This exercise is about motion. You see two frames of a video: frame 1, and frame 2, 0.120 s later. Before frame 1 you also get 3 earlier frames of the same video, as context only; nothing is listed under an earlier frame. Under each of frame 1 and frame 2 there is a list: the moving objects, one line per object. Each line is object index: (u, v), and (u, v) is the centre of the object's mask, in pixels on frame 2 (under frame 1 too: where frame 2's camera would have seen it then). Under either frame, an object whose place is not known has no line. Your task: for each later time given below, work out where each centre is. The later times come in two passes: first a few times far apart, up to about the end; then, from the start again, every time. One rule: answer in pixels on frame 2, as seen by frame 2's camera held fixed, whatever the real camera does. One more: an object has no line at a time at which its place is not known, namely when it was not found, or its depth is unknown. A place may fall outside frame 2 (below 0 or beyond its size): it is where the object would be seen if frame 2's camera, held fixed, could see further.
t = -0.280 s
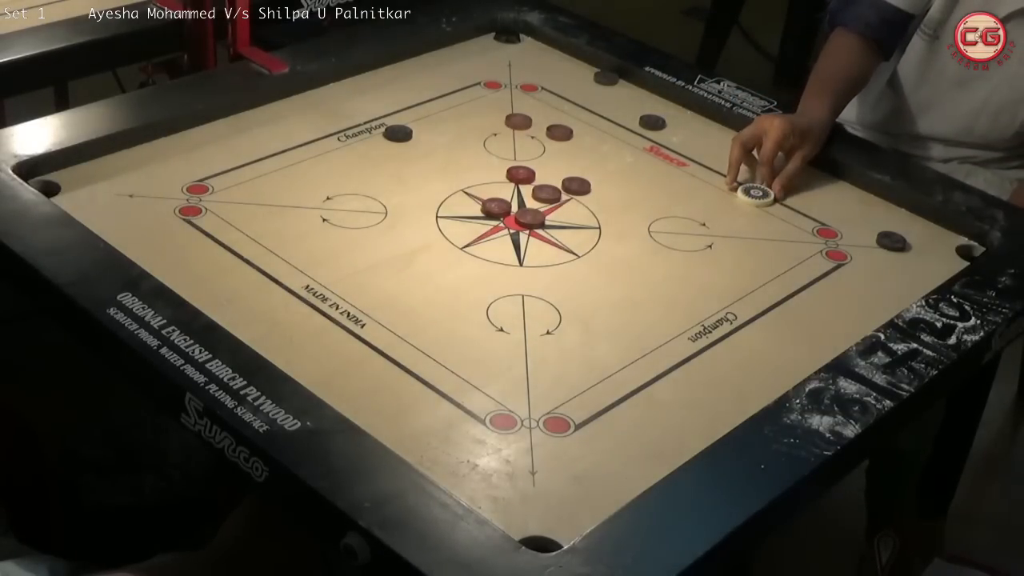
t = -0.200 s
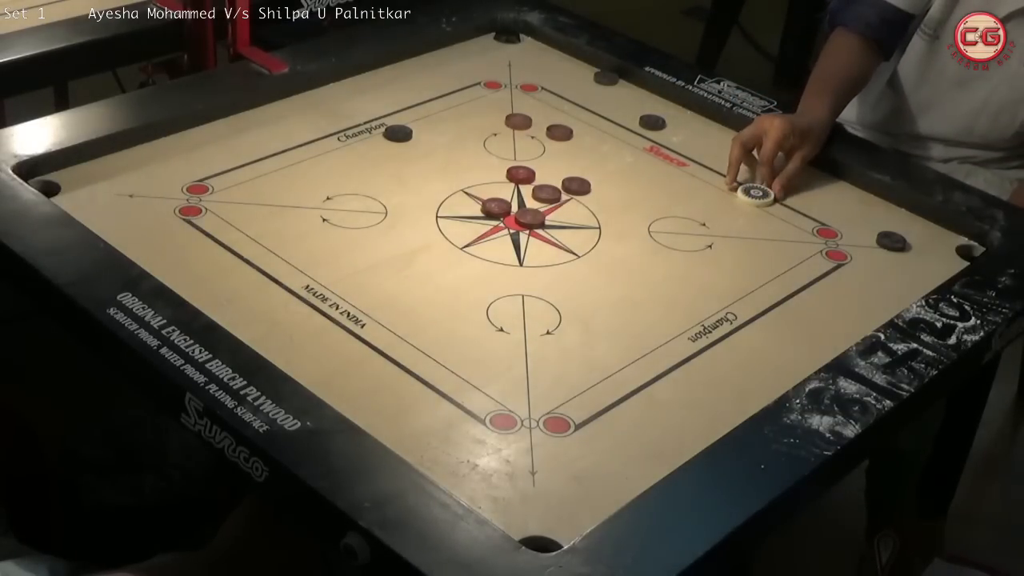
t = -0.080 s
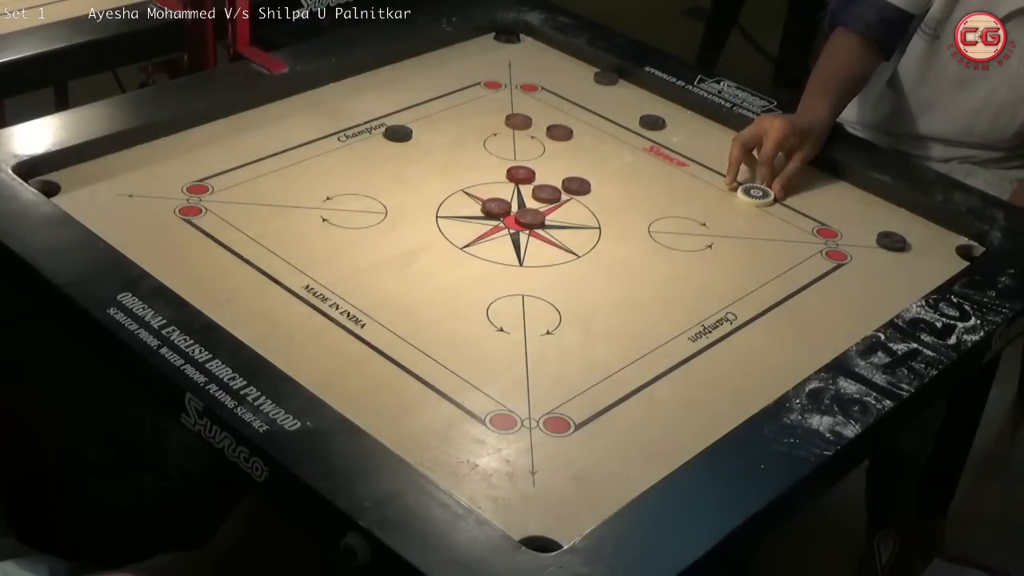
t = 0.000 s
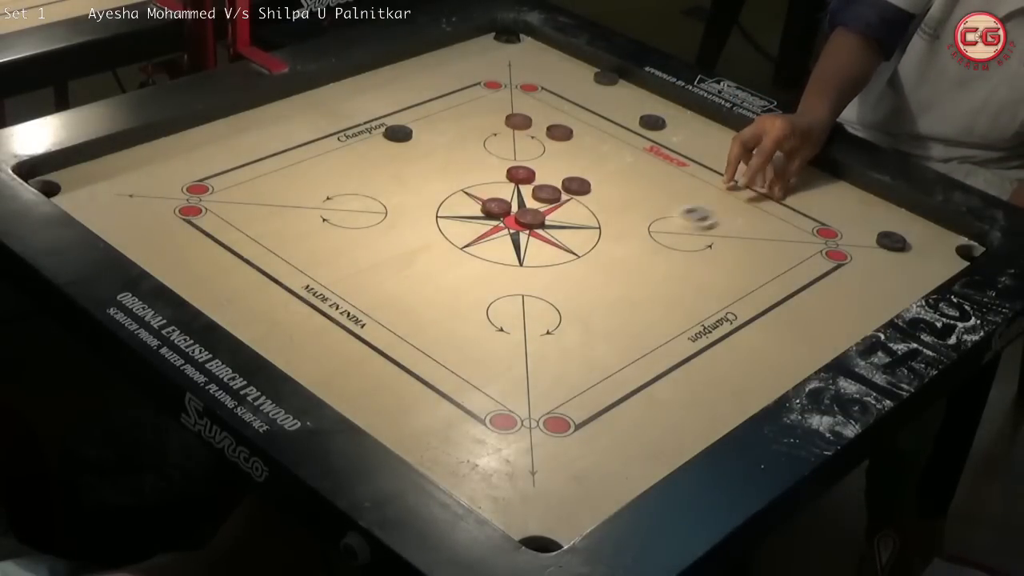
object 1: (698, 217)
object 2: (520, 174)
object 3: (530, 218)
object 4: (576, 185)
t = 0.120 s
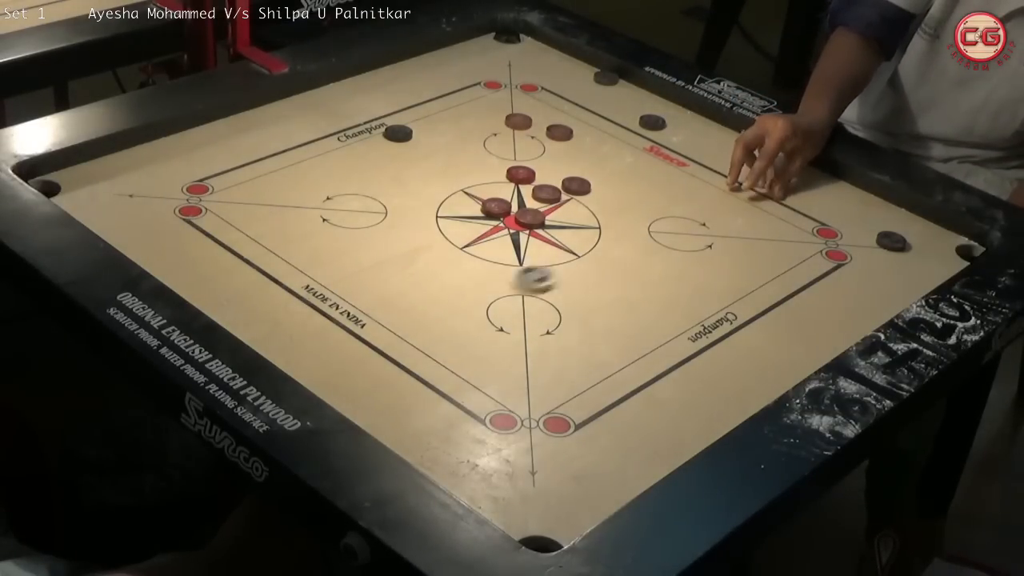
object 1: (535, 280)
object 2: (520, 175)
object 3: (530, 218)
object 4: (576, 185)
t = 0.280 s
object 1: (297, 367)
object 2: (520, 174)
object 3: (530, 218)
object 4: (576, 185)
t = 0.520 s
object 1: (515, 239)
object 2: (520, 174)
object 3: (530, 217)
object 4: (576, 185)
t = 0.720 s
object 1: (602, 215)
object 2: (463, 147)
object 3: (549, 197)
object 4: (657, 168)
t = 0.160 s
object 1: (476, 301)
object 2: (520, 175)
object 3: (530, 218)
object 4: (576, 185)
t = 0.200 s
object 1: (415, 324)
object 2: (520, 175)
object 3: (530, 218)
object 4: (576, 185)
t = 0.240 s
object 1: (351, 348)
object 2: (520, 174)
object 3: (530, 218)
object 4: (576, 185)
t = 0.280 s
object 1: (297, 367)
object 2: (520, 174)
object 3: (530, 218)
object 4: (576, 185)
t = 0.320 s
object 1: (335, 344)
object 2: (520, 174)
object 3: (530, 218)
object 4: (576, 185)
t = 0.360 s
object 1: (377, 319)
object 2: (520, 174)
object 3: (530, 218)
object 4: (576, 185)
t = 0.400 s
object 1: (416, 296)
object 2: (520, 174)
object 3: (530, 218)
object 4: (576, 185)
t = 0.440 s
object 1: (451, 275)
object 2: (520, 175)
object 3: (530, 218)
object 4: (576, 185)
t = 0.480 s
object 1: (484, 257)
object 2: (520, 174)
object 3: (530, 218)
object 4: (576, 185)
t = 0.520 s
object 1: (515, 239)
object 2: (520, 174)
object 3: (530, 217)
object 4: (576, 185)
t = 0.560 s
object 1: (536, 230)
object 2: (520, 174)
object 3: (540, 207)
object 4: (578, 185)
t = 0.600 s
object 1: (554, 225)
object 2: (506, 168)
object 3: (544, 205)
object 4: (601, 180)
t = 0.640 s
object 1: (571, 221)
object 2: (489, 160)
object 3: (546, 203)
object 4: (621, 176)
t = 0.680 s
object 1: (588, 218)
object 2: (475, 153)
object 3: (548, 199)
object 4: (640, 172)
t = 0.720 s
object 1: (602, 215)
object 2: (463, 147)
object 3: (549, 197)
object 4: (657, 168)
